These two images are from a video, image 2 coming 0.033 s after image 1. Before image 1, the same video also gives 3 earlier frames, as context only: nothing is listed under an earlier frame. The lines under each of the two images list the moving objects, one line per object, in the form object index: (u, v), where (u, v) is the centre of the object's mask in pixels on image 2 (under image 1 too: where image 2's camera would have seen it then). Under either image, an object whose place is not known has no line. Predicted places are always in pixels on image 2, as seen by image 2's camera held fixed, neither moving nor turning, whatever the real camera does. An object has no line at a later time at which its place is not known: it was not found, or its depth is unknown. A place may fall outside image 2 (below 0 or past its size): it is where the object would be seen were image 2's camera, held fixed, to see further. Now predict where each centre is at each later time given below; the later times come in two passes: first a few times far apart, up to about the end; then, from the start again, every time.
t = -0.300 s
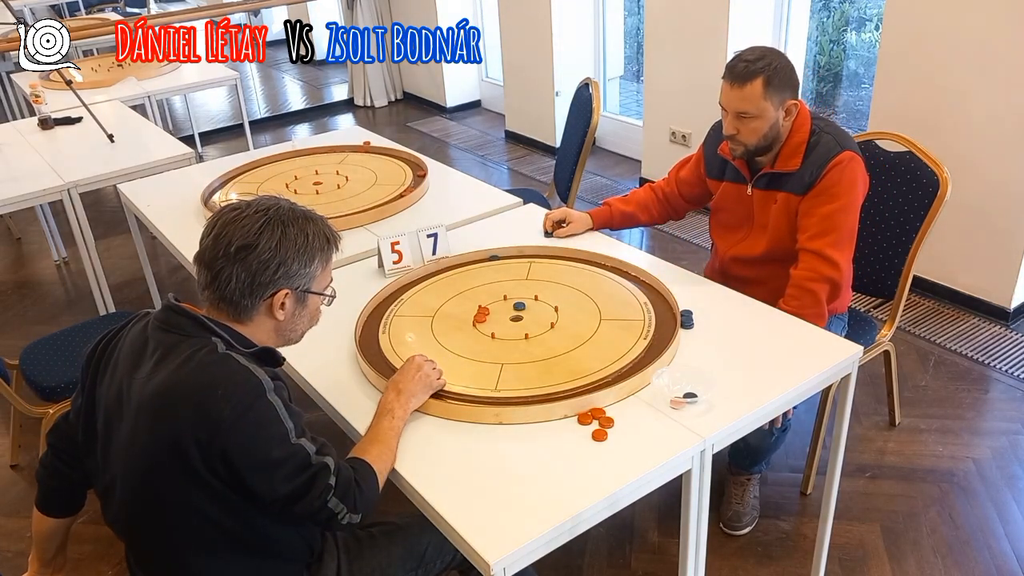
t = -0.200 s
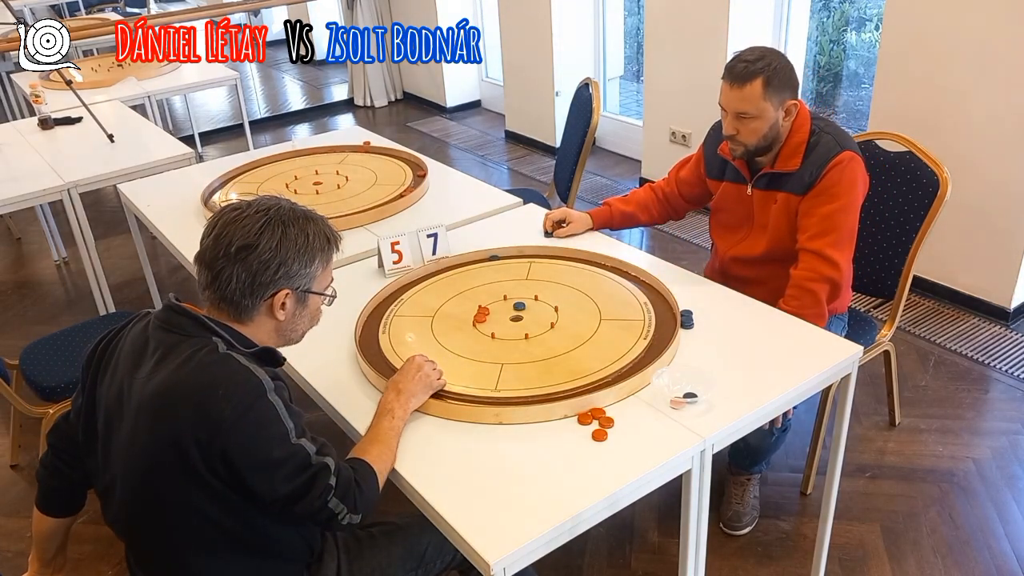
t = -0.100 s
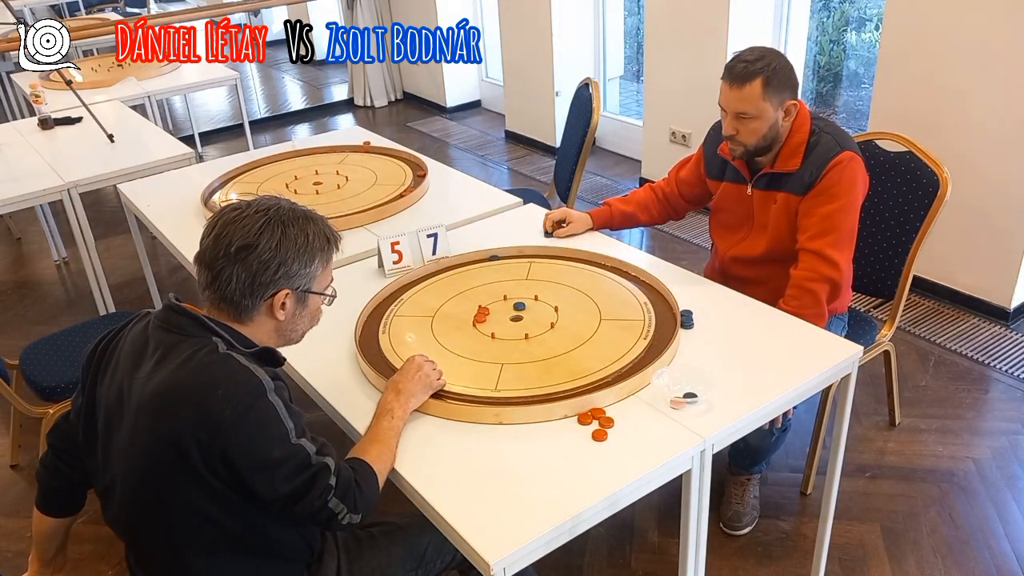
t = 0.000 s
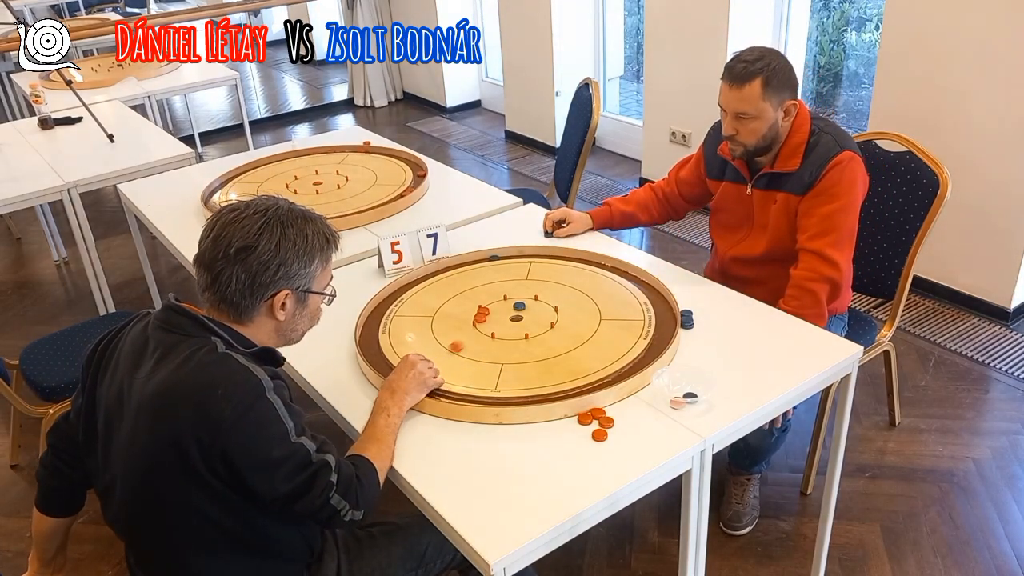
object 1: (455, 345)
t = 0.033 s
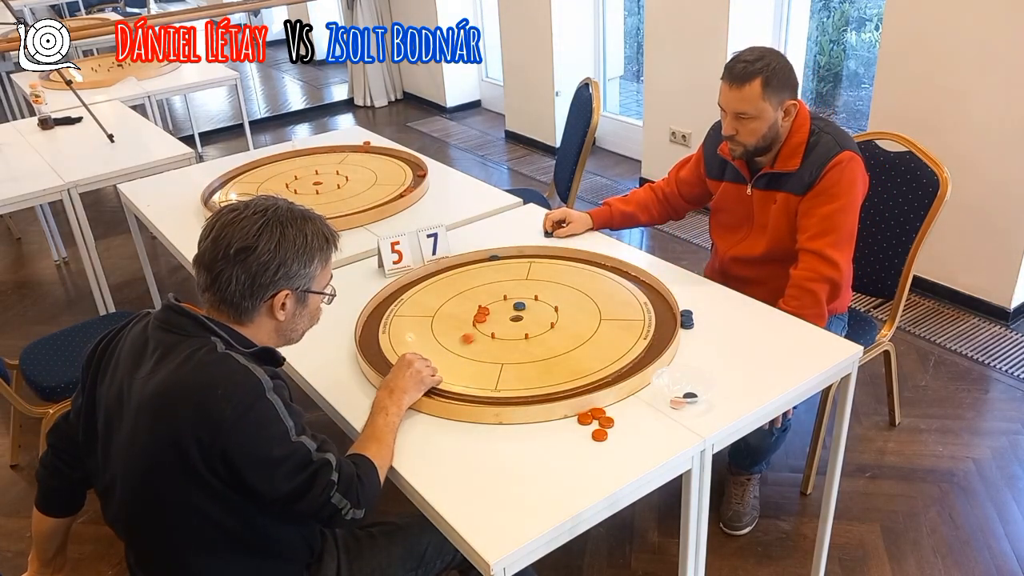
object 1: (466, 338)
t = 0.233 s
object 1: (504, 301)
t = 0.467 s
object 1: (496, 313)
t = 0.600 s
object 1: (497, 316)
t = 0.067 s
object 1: (479, 328)
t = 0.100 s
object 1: (490, 322)
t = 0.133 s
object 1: (498, 315)
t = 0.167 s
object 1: (507, 308)
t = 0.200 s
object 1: (505, 305)
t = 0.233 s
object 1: (504, 301)
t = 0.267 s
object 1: (502, 303)
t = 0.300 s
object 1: (500, 305)
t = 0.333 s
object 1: (498, 307)
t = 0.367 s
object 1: (496, 309)
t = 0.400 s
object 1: (496, 311)
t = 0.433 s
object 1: (496, 312)
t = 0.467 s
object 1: (496, 313)
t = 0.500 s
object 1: (496, 314)
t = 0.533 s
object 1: (497, 315)
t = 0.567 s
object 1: (497, 315)
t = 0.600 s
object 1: (497, 316)
